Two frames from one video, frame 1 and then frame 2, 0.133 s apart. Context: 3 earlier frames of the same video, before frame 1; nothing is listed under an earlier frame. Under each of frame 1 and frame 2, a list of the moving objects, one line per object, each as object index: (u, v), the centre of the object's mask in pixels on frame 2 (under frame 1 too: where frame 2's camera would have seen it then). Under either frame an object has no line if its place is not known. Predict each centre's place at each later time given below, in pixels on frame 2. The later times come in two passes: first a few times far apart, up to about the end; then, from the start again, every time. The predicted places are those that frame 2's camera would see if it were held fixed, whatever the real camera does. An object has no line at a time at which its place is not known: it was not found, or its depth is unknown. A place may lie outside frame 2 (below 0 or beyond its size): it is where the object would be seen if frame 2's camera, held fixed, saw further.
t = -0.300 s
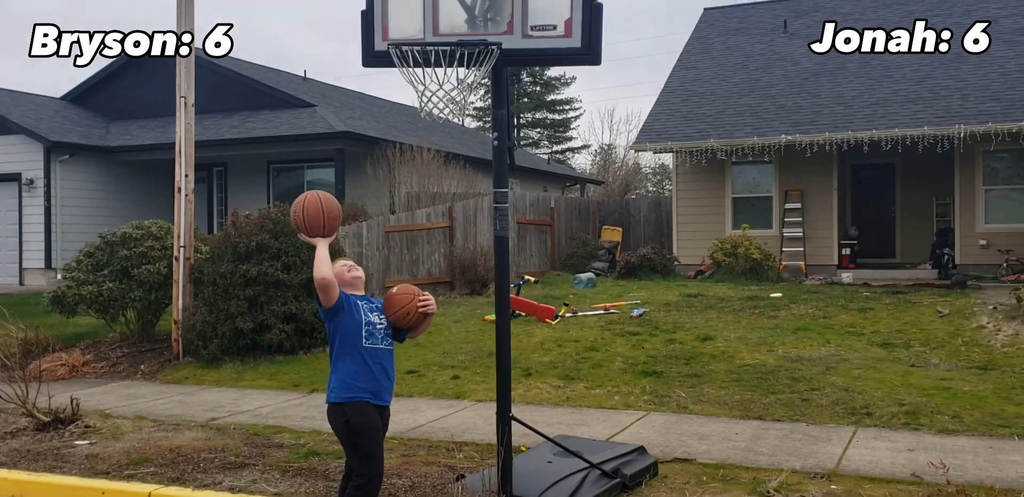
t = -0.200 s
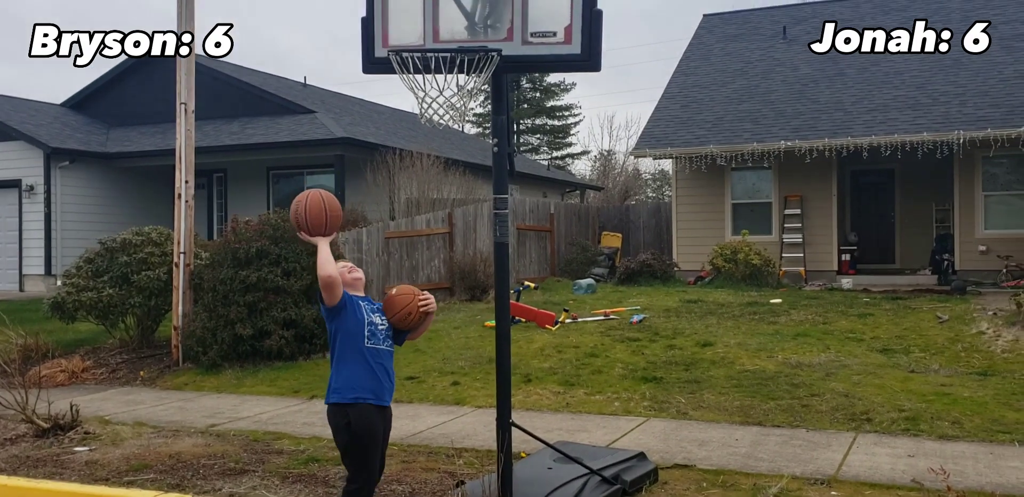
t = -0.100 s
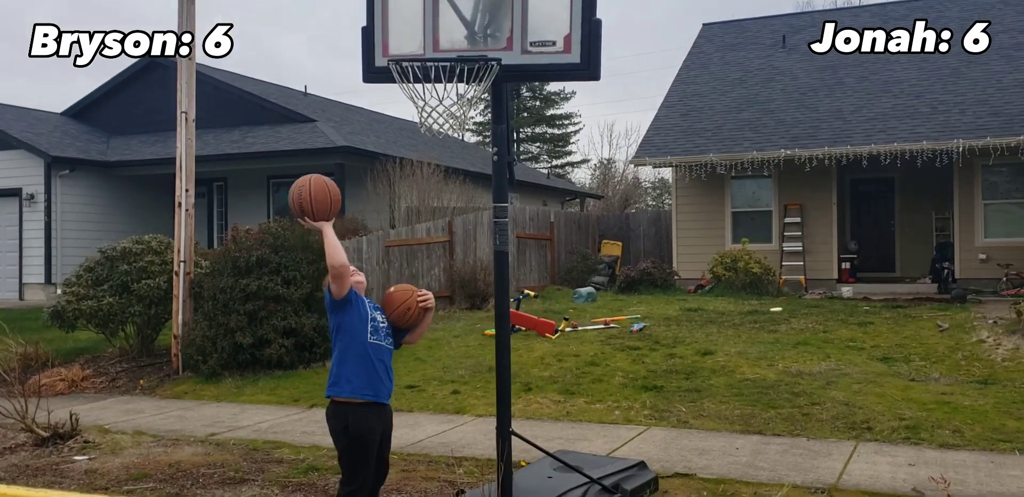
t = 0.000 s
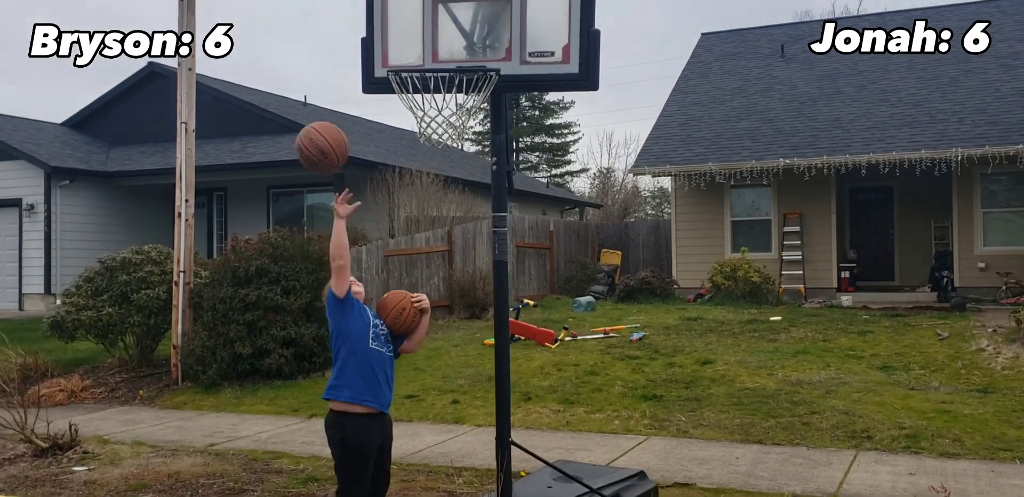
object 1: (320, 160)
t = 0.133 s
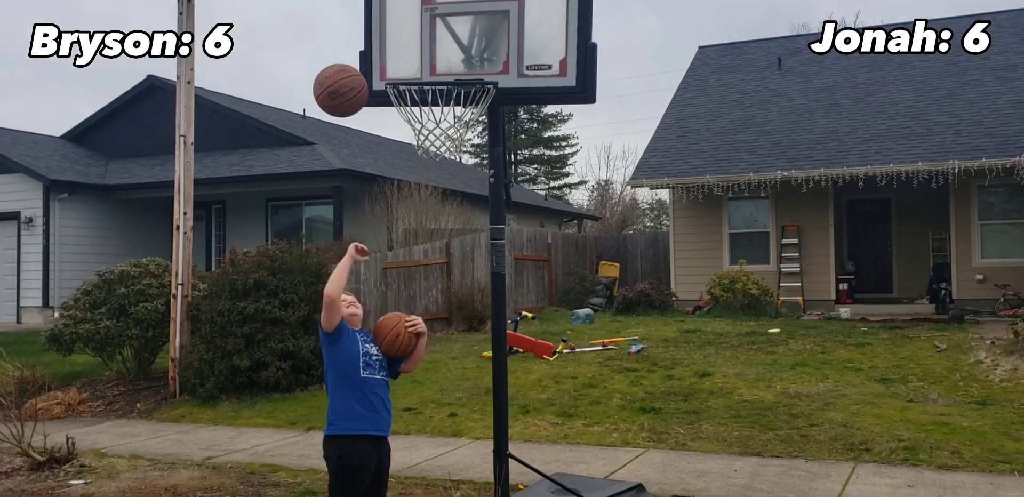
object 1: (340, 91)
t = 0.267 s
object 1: (363, 56)
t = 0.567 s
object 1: (379, 56)
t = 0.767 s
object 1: (370, 117)
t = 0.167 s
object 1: (346, 79)
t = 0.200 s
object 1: (351, 69)
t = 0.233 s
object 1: (357, 62)
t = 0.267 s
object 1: (363, 56)
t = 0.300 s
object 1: (369, 53)
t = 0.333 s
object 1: (375, 53)
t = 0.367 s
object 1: (380, 53)
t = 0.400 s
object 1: (381, 53)
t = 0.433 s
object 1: (383, 53)
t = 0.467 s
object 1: (382, 53)
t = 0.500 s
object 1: (381, 53)
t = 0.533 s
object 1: (380, 53)
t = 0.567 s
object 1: (379, 56)
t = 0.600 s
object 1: (378, 59)
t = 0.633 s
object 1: (376, 65)
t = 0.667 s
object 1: (375, 74)
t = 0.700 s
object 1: (373, 85)
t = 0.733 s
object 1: (371, 99)
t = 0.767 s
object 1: (370, 117)
